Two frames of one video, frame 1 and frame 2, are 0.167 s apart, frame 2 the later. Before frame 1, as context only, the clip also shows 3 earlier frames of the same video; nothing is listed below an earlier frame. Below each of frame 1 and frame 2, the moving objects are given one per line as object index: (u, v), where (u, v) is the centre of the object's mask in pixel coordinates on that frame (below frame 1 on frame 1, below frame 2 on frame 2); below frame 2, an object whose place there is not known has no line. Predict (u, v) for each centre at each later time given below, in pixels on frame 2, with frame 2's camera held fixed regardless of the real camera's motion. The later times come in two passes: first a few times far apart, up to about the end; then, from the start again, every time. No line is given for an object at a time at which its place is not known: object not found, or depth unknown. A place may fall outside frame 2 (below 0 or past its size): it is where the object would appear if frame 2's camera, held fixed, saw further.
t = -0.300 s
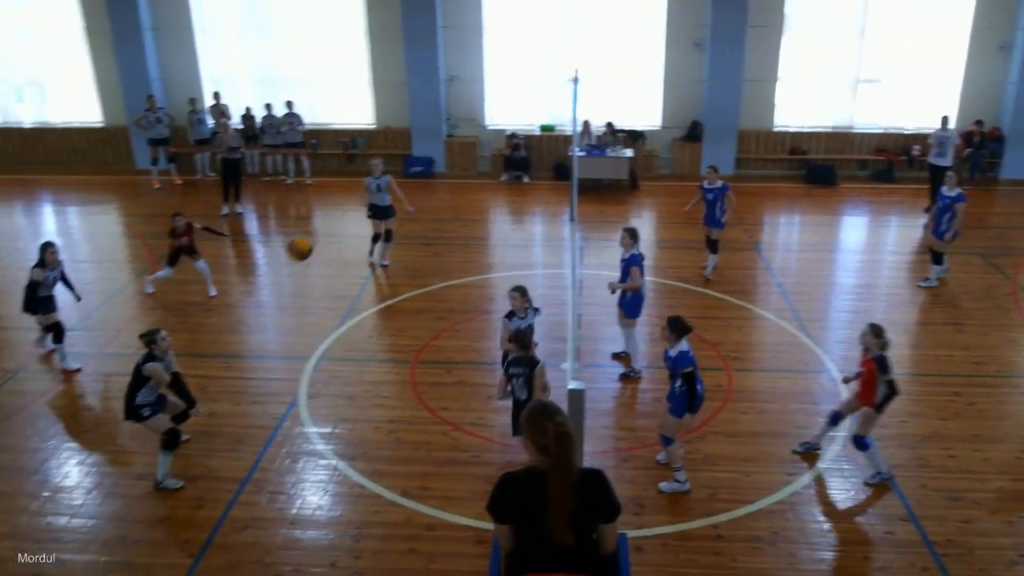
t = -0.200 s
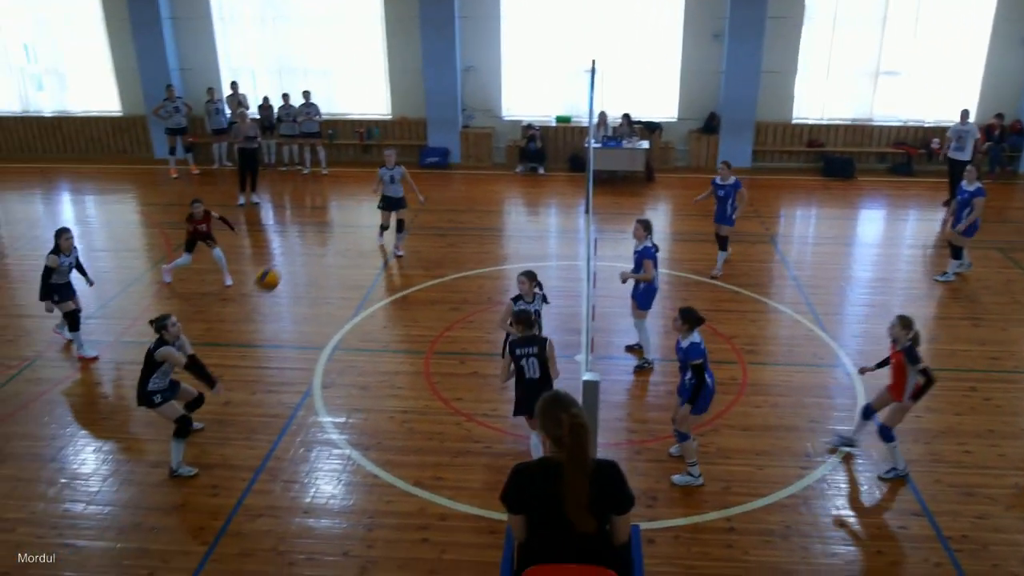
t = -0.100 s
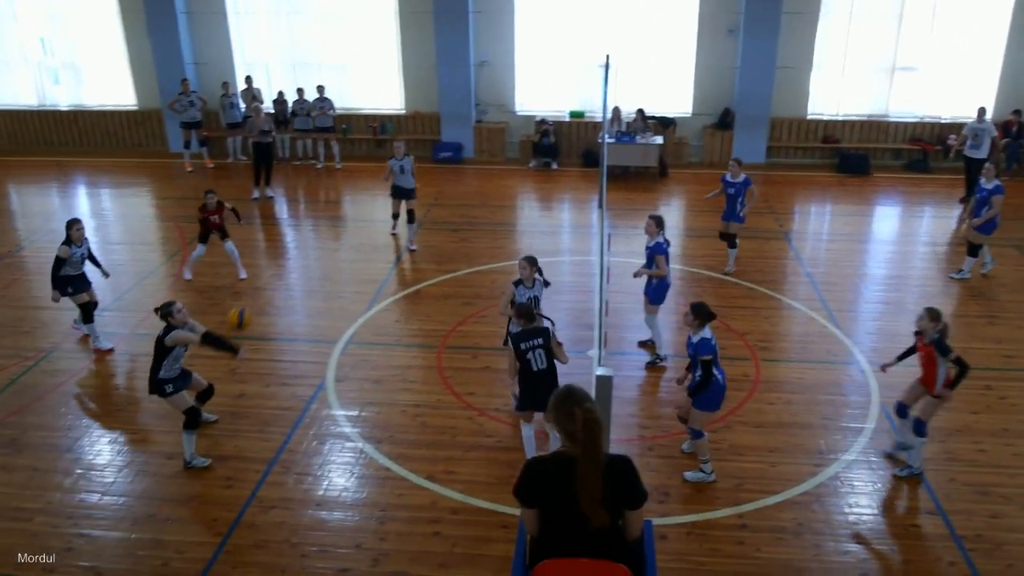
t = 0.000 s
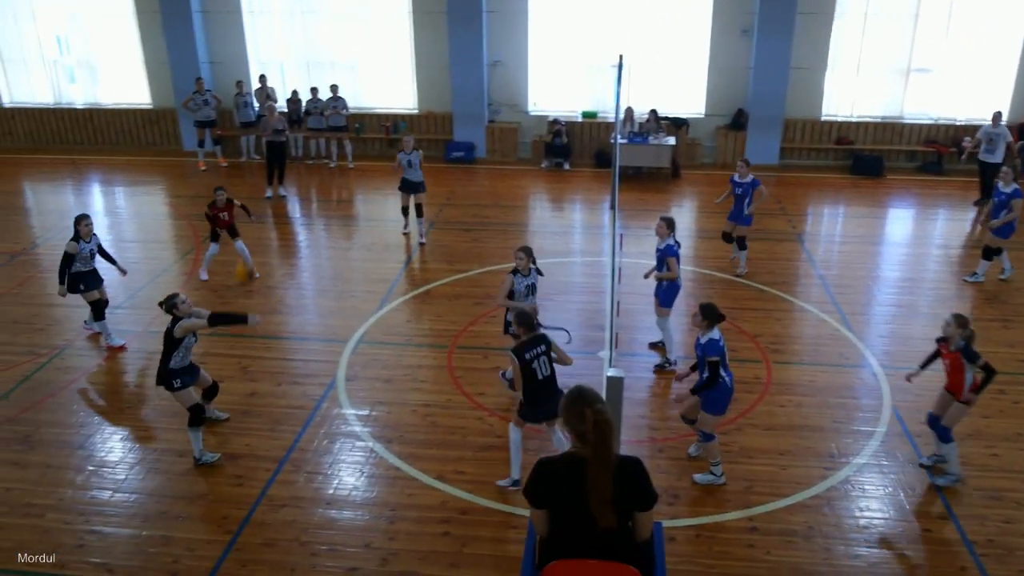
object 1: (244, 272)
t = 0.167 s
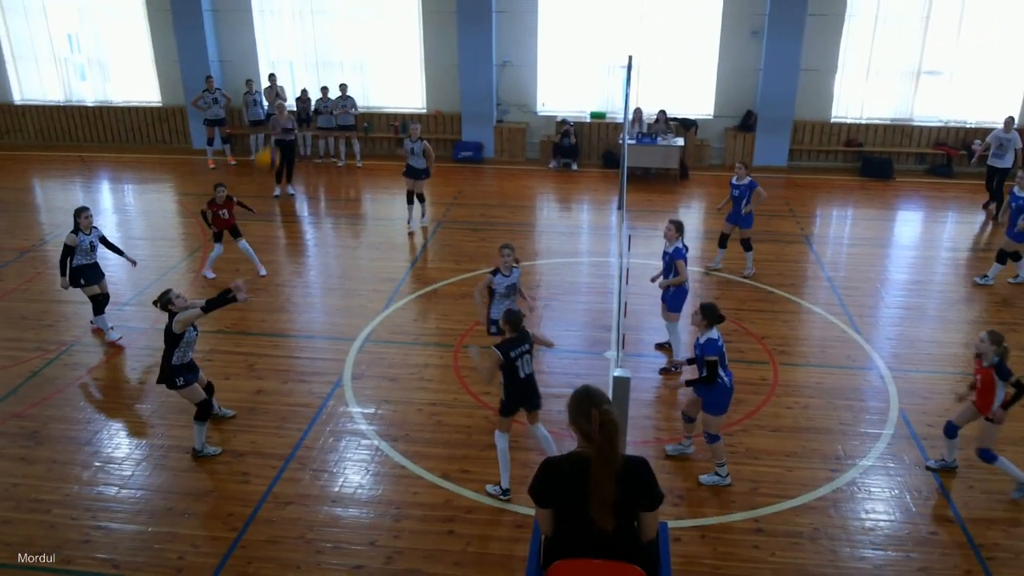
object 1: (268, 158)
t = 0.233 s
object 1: (271, 119)
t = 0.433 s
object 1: (300, 35)
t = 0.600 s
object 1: (326, 3)
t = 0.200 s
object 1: (268, 138)
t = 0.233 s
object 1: (271, 119)
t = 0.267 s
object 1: (276, 101)
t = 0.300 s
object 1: (282, 88)
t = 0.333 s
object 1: (287, 72)
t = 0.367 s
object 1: (291, 59)
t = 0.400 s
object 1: (295, 46)
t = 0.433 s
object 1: (300, 35)
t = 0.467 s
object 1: (305, 25)
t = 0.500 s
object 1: (310, 16)
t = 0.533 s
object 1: (315, 9)
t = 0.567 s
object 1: (320, 5)
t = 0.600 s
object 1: (326, 3)
